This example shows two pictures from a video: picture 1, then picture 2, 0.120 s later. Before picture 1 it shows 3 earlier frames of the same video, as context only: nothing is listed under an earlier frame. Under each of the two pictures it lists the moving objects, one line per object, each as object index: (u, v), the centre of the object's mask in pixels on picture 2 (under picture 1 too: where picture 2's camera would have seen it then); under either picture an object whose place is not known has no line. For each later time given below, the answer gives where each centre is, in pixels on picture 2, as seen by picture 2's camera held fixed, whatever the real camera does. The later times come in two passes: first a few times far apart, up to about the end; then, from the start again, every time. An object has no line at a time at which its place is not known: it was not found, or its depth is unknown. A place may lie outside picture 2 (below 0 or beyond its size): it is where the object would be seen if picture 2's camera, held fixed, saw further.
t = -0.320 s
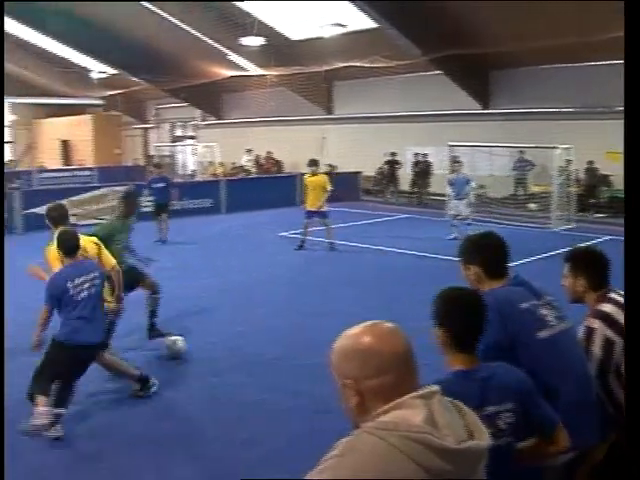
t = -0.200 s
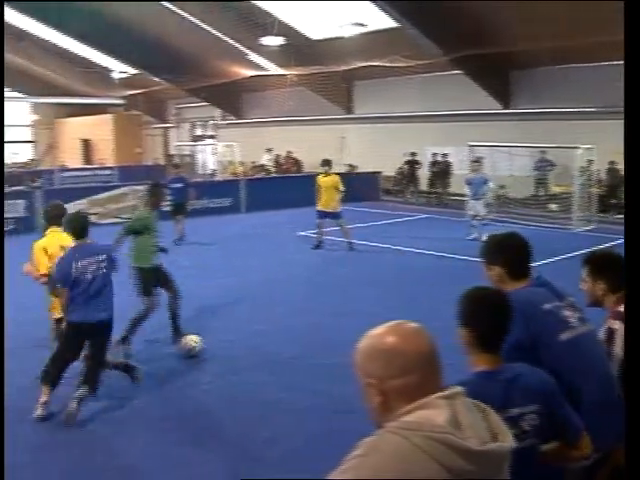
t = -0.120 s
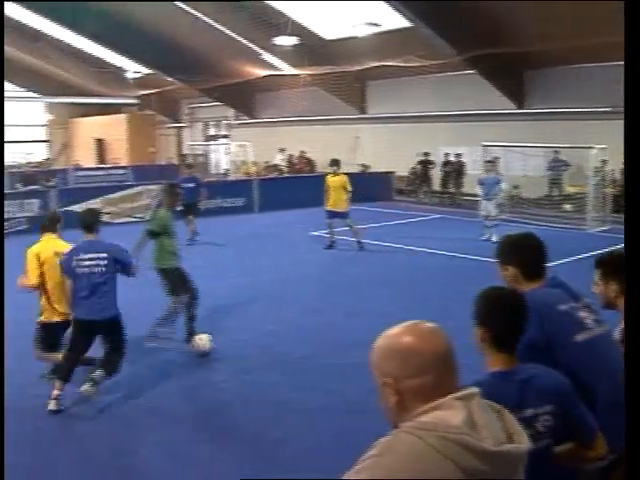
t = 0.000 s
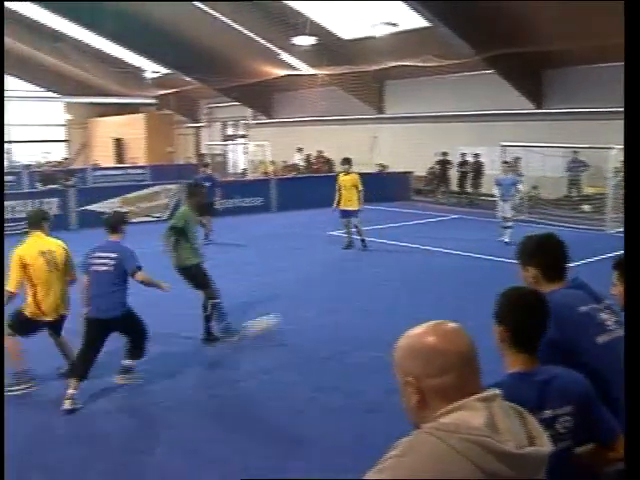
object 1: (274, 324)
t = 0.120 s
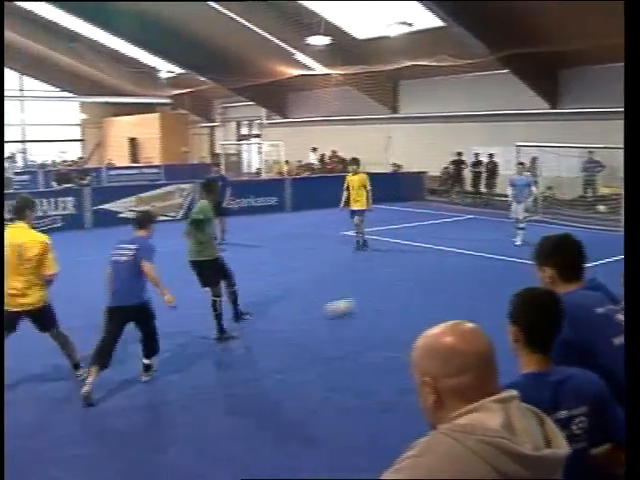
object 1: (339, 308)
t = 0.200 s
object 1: (371, 295)
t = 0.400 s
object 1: (431, 274)
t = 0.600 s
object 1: (471, 264)
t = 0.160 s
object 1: (356, 301)
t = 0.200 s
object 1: (371, 295)
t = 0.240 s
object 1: (386, 290)
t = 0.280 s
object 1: (398, 286)
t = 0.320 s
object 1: (412, 284)
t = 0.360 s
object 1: (422, 279)
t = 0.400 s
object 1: (431, 274)
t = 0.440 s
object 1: (441, 270)
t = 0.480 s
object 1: (449, 269)
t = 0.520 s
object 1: (456, 268)
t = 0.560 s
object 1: (464, 267)
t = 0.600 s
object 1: (471, 264)
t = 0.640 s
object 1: (476, 262)
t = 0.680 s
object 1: (483, 260)
